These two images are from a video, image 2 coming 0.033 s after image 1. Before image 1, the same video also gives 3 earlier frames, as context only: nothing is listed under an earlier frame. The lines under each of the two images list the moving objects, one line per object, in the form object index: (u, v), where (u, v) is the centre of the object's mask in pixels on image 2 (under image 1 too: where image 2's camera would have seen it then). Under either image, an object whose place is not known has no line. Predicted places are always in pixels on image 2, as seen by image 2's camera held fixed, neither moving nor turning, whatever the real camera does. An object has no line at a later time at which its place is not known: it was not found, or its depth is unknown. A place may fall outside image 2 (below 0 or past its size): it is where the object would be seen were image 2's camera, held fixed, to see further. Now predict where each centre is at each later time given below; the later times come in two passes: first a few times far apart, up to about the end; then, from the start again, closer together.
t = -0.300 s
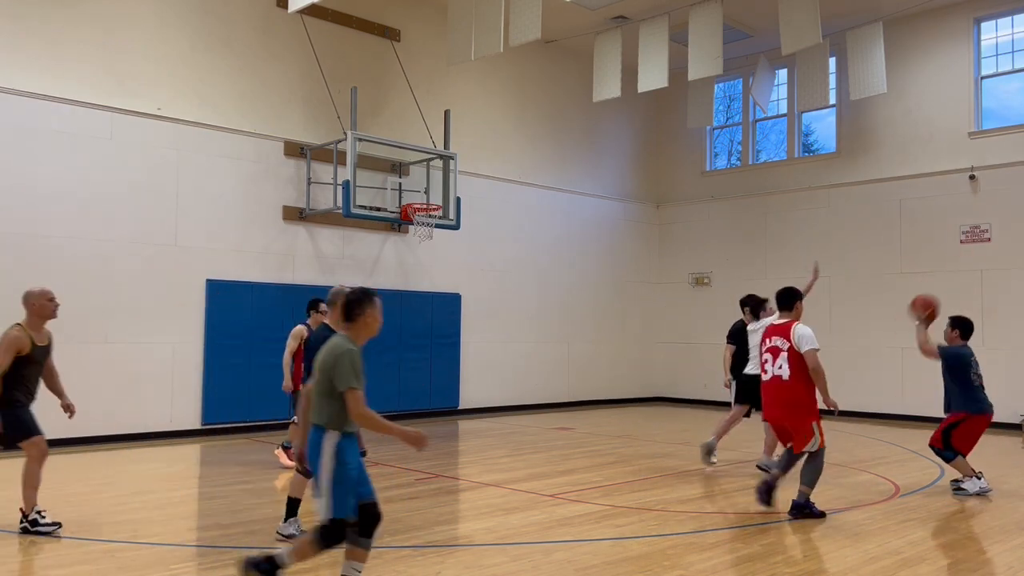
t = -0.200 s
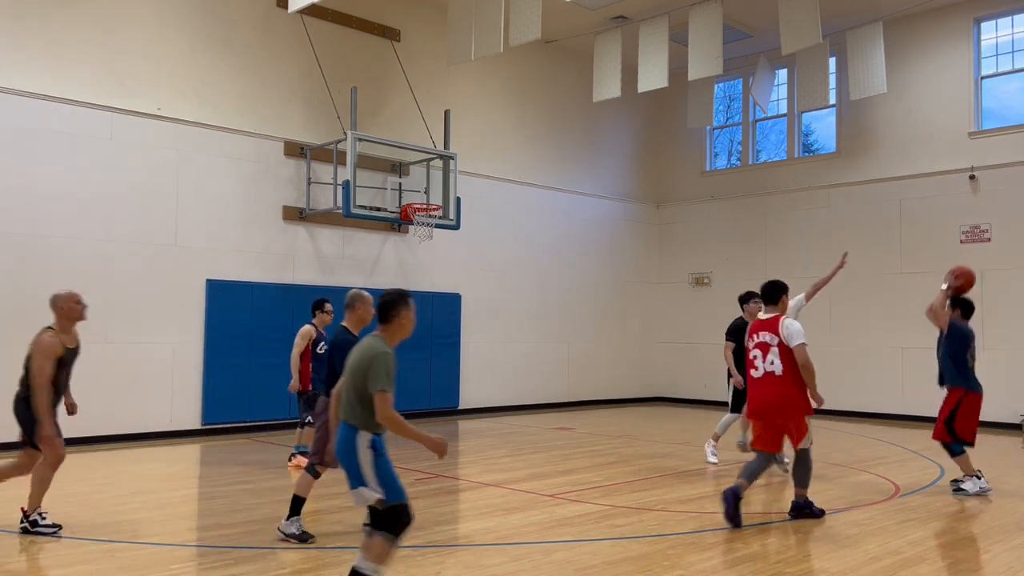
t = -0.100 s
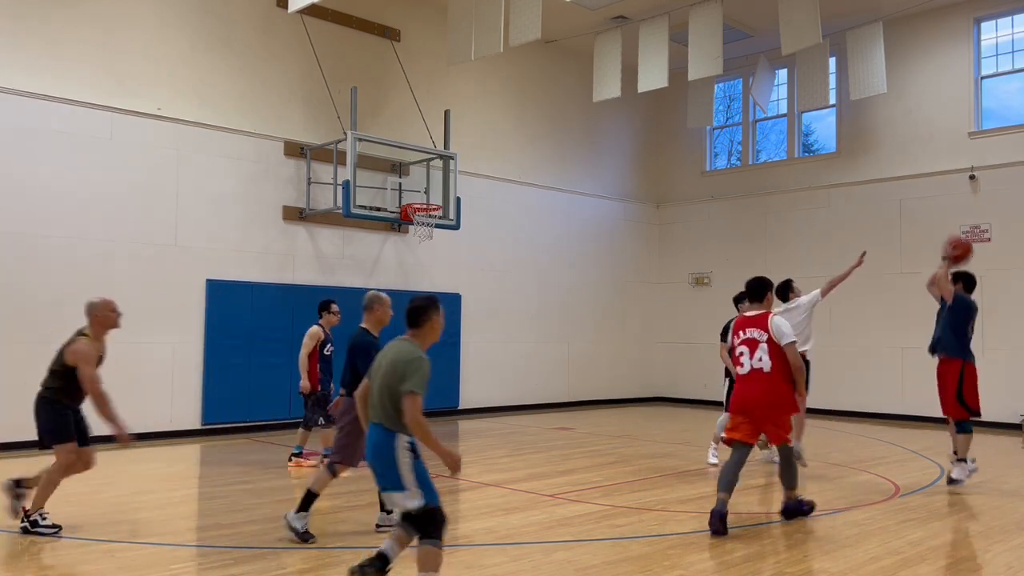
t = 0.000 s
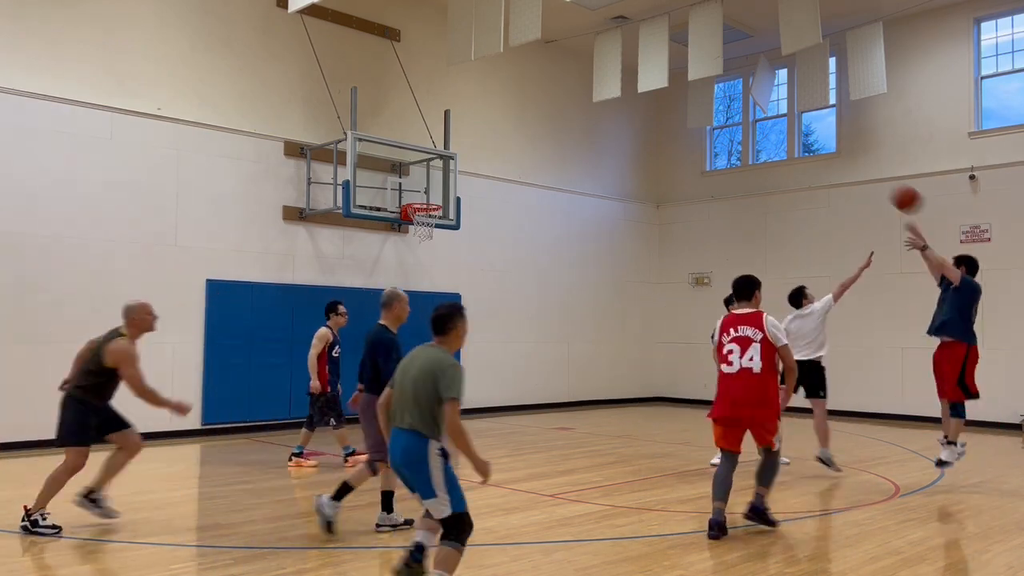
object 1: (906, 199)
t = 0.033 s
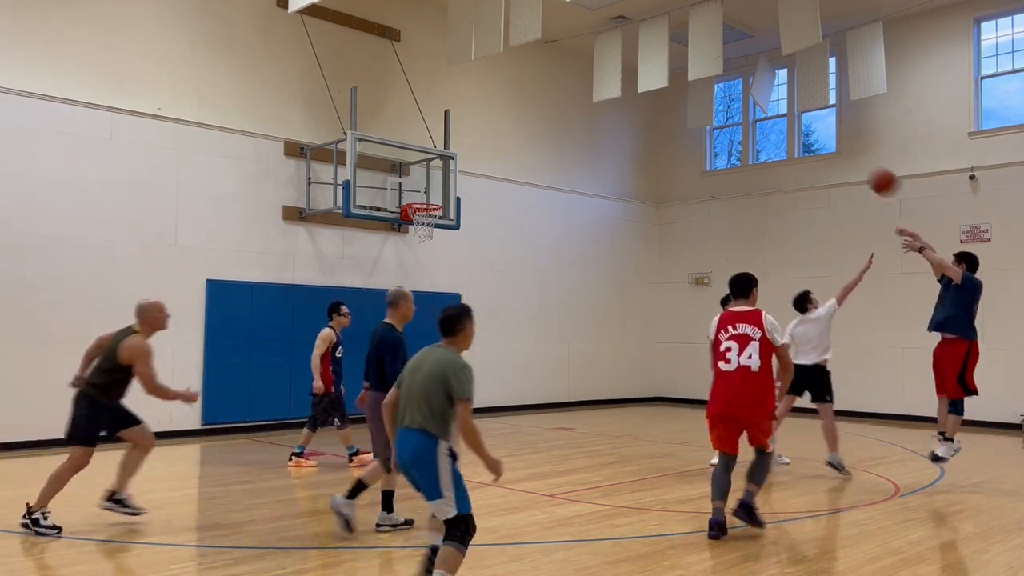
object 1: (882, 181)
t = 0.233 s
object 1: (759, 111)
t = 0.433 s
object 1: (656, 87)
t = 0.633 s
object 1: (567, 98)
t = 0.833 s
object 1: (490, 137)
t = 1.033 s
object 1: (425, 194)
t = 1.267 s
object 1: (402, 170)
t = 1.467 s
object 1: (394, 169)
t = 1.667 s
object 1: (397, 186)
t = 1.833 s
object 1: (401, 224)
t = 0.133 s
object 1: (817, 141)
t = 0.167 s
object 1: (798, 129)
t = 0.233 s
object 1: (759, 111)
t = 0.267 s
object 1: (741, 105)
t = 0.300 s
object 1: (723, 99)
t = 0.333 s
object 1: (705, 94)
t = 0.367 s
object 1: (689, 91)
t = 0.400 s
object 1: (672, 88)
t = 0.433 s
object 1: (656, 87)
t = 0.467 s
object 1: (640, 86)
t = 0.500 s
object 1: (625, 87)
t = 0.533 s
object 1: (609, 88)
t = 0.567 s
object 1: (595, 90)
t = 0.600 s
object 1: (581, 94)
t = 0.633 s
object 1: (567, 98)
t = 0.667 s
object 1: (553, 103)
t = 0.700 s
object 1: (540, 108)
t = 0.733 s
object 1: (527, 115)
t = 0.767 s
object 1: (514, 122)
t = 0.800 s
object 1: (502, 129)
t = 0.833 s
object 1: (490, 137)
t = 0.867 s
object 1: (478, 146)
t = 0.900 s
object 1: (467, 156)
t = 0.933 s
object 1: (455, 167)
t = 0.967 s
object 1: (444, 177)
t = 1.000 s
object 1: (432, 189)
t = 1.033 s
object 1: (425, 194)
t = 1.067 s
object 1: (422, 188)
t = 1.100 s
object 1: (418, 182)
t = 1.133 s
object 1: (416, 178)
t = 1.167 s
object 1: (412, 175)
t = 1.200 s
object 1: (409, 173)
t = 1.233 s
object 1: (405, 171)
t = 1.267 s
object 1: (402, 170)
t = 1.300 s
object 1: (400, 169)
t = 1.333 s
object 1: (396, 170)
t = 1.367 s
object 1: (393, 171)
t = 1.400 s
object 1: (393, 170)
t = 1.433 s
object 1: (394, 169)
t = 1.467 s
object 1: (394, 169)
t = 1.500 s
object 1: (394, 170)
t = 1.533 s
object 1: (394, 171)
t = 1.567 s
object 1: (395, 173)
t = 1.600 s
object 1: (396, 175)
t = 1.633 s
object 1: (397, 181)
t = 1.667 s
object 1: (397, 186)
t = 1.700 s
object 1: (398, 190)
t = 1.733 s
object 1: (399, 198)
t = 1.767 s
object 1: (400, 206)
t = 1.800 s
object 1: (402, 214)
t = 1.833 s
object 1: (401, 224)
